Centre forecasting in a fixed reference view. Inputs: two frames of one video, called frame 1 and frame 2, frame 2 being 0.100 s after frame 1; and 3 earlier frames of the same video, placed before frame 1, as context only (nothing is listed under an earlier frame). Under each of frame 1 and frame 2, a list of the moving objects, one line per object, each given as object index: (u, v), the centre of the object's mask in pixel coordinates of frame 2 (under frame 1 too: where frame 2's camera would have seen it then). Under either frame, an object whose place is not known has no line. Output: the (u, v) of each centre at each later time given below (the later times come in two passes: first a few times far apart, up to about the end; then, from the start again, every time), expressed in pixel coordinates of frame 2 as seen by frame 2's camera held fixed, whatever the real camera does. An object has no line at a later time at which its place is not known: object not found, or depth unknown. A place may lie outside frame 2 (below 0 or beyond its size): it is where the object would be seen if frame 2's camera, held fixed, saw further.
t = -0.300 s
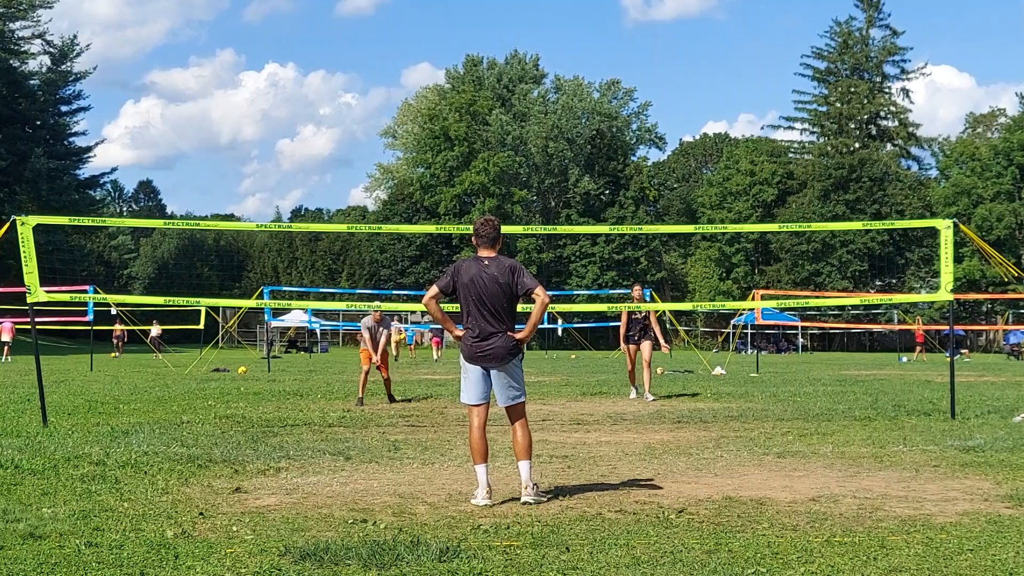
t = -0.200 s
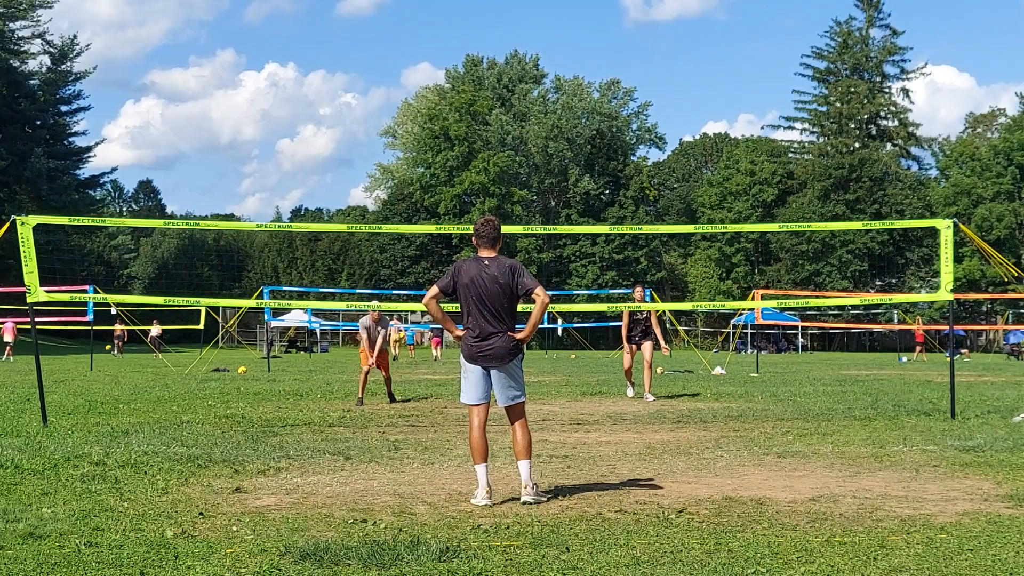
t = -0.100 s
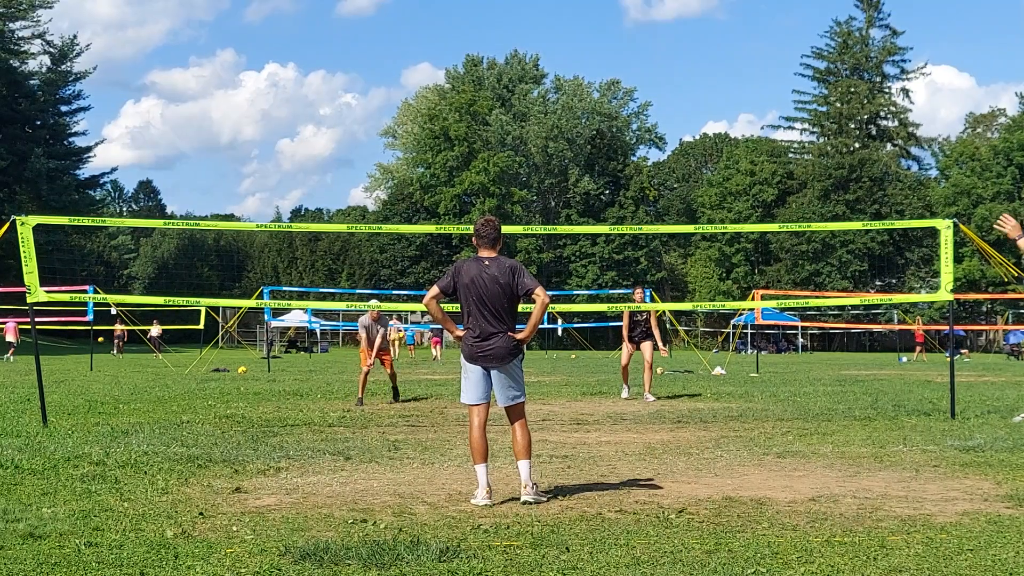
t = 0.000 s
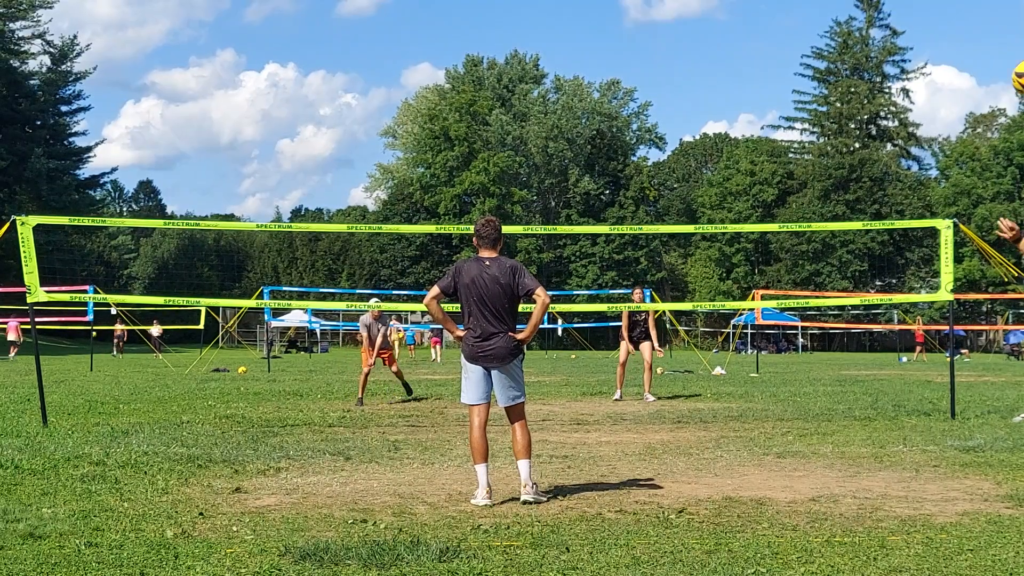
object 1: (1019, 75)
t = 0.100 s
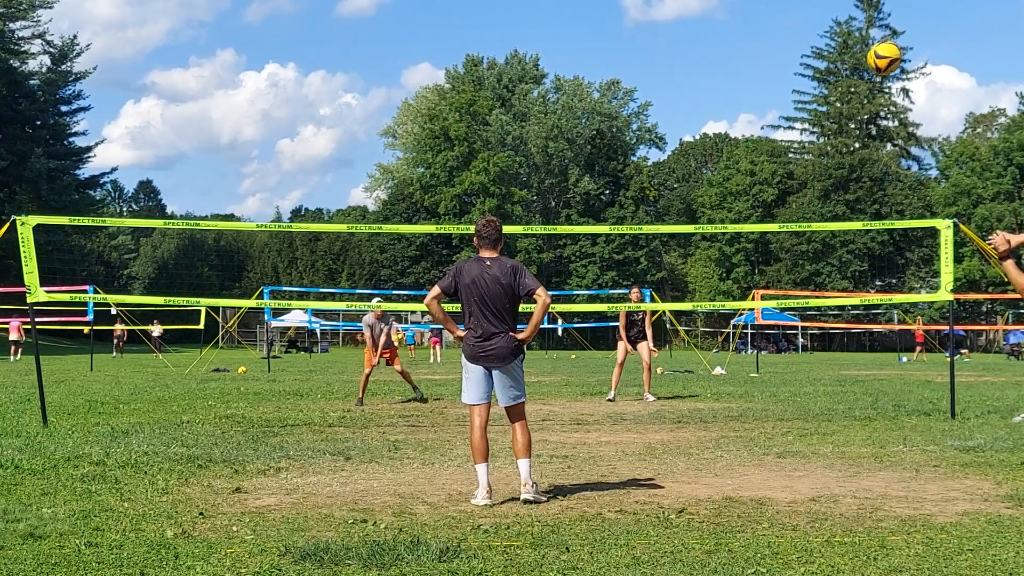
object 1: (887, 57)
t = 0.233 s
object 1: (745, 55)
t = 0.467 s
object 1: (579, 88)
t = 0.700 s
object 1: (462, 151)
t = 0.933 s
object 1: (387, 235)
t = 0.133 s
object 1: (847, 54)
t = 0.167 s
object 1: (811, 53)
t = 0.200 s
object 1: (777, 53)
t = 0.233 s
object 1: (745, 55)
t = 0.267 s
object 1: (716, 58)
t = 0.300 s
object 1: (688, 63)
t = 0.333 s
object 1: (663, 68)
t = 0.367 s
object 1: (639, 73)
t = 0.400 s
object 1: (619, 79)
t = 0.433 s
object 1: (598, 86)
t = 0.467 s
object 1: (579, 88)
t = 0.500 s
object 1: (558, 98)
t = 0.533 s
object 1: (540, 107)
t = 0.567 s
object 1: (522, 112)
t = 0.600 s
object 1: (506, 122)
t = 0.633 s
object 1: (488, 133)
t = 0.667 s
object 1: (477, 142)
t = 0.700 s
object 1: (462, 151)
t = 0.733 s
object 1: (453, 161)
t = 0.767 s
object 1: (439, 172)
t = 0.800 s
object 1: (427, 184)
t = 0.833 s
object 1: (417, 196)
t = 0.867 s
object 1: (406, 209)
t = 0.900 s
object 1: (397, 219)
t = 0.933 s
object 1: (387, 235)
